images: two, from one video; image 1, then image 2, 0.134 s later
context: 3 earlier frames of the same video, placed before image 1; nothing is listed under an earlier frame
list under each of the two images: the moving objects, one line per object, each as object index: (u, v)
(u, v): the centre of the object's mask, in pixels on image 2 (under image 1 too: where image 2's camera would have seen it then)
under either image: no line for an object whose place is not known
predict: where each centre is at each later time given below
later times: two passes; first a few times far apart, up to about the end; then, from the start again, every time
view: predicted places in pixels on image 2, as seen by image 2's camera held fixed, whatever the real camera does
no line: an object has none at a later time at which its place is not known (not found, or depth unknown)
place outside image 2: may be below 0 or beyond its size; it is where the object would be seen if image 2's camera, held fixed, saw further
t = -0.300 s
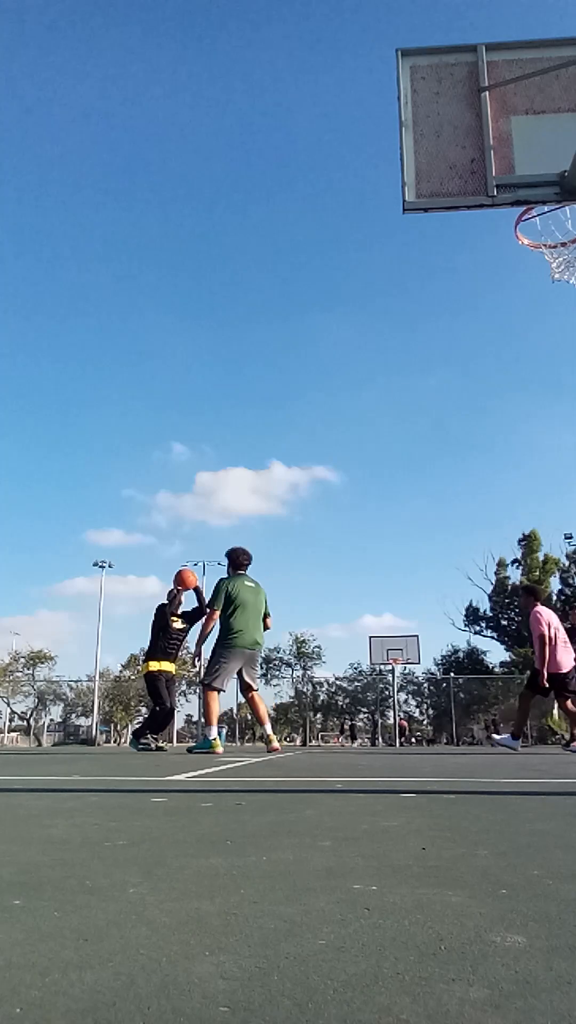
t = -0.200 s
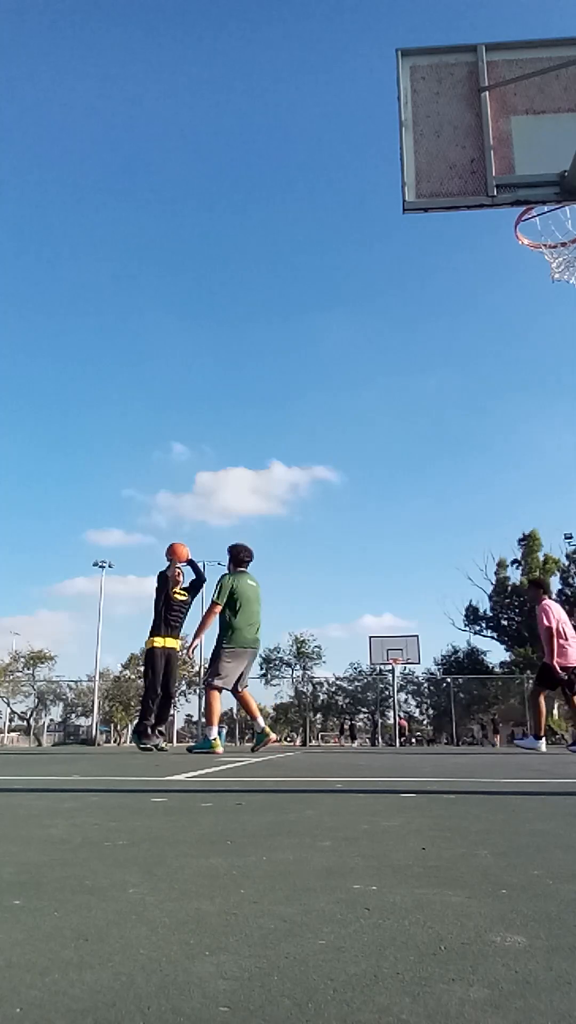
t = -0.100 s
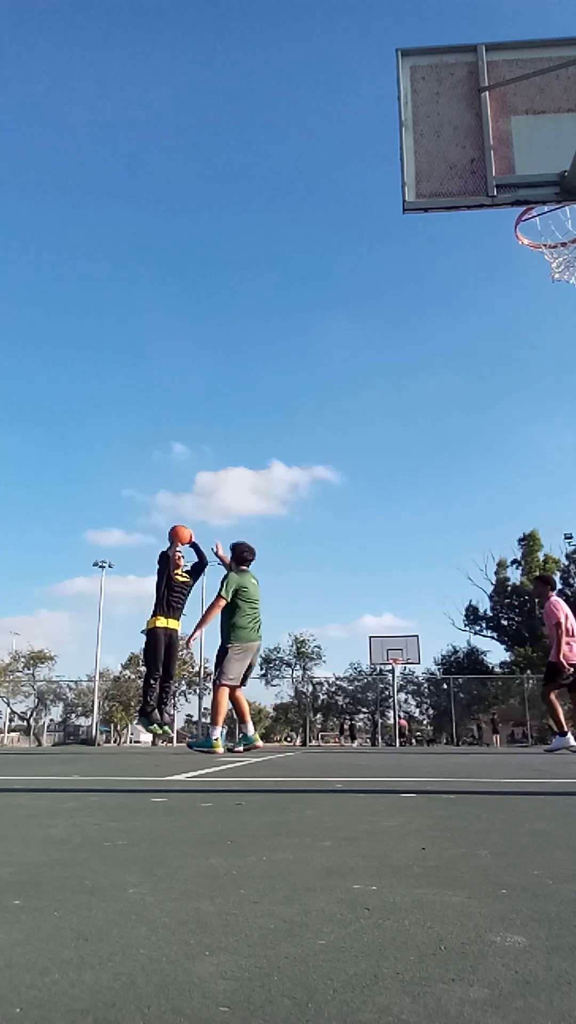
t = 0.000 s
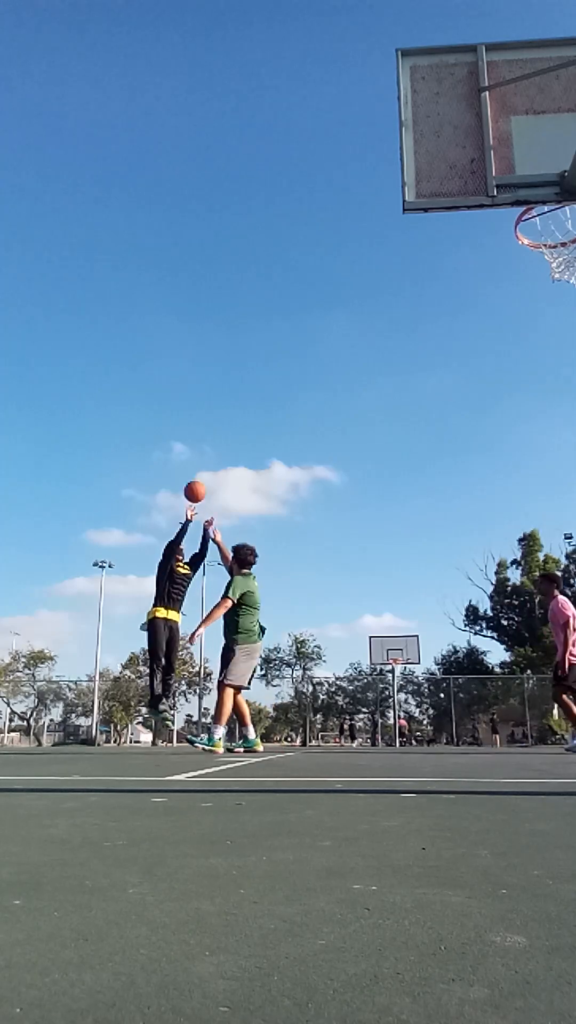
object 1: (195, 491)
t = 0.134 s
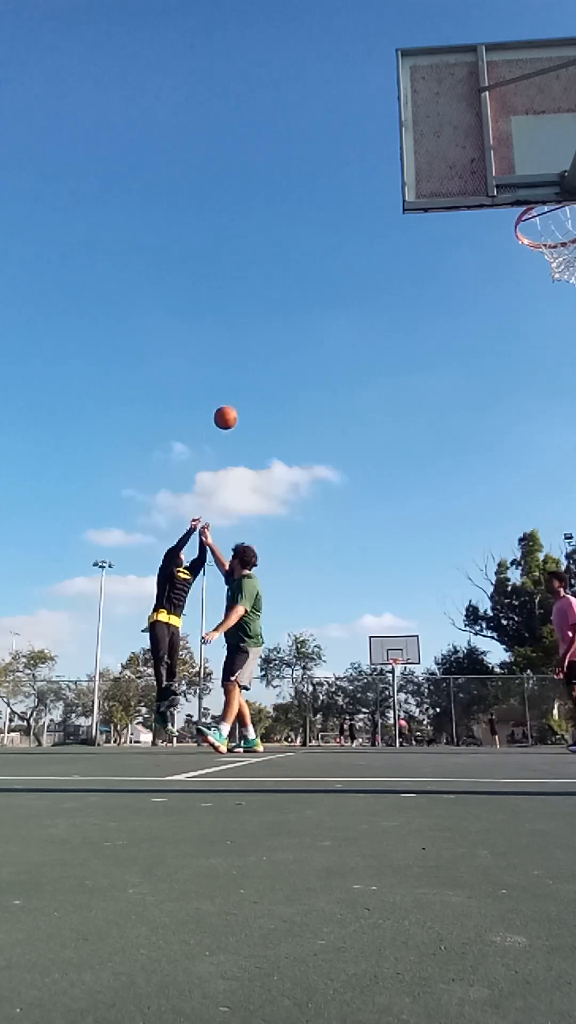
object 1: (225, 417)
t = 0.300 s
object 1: (268, 338)
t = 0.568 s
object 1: (352, 243)
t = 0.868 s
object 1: (494, 213)
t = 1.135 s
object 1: (539, 271)
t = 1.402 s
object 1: (567, 291)
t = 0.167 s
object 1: (233, 401)
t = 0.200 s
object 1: (242, 384)
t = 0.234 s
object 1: (250, 368)
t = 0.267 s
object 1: (259, 353)
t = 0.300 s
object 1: (268, 338)
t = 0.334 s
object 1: (277, 324)
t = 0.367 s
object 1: (286, 310)
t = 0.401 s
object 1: (296, 298)
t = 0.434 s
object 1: (307, 285)
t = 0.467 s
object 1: (317, 274)
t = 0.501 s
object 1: (328, 263)
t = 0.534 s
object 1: (340, 252)
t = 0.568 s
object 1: (352, 243)
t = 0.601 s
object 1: (364, 234)
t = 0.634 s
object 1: (378, 226)
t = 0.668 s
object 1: (391, 219)
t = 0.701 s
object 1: (404, 217)
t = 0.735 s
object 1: (422, 218)
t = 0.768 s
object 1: (438, 216)
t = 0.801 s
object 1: (456, 214)
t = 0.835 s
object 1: (474, 213)
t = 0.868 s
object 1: (494, 213)
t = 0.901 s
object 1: (516, 213)
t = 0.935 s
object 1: (538, 213)
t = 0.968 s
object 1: (561, 216)
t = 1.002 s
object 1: (561, 228)
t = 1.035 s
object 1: (551, 257)
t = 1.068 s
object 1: (541, 269)
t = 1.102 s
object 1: (535, 271)
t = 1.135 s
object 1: (539, 271)
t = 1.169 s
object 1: (541, 270)
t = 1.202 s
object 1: (546, 271)
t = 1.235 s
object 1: (549, 273)
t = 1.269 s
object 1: (553, 274)
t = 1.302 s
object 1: (558, 277)
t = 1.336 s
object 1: (561, 280)
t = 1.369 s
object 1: (564, 285)
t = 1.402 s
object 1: (567, 291)
